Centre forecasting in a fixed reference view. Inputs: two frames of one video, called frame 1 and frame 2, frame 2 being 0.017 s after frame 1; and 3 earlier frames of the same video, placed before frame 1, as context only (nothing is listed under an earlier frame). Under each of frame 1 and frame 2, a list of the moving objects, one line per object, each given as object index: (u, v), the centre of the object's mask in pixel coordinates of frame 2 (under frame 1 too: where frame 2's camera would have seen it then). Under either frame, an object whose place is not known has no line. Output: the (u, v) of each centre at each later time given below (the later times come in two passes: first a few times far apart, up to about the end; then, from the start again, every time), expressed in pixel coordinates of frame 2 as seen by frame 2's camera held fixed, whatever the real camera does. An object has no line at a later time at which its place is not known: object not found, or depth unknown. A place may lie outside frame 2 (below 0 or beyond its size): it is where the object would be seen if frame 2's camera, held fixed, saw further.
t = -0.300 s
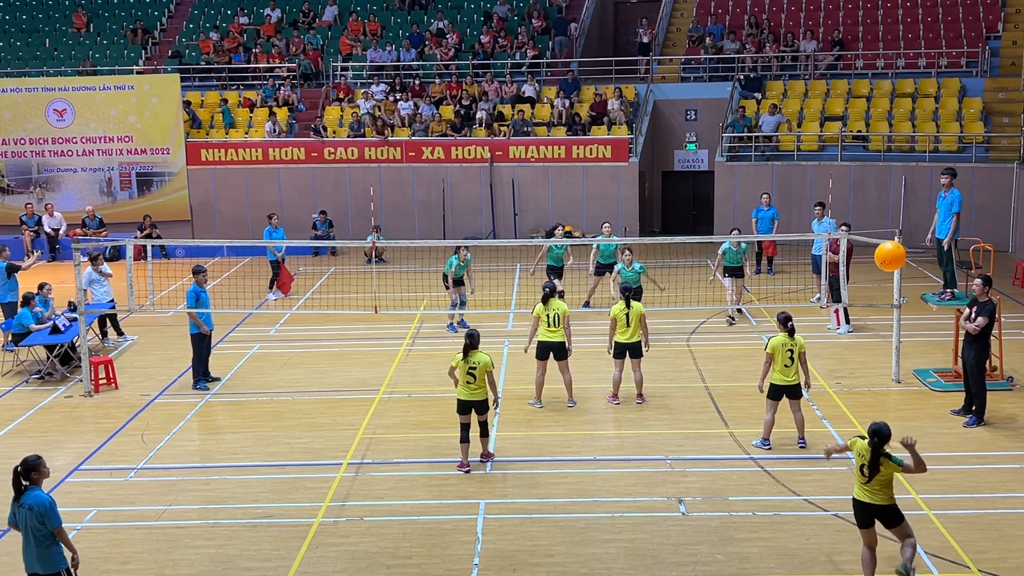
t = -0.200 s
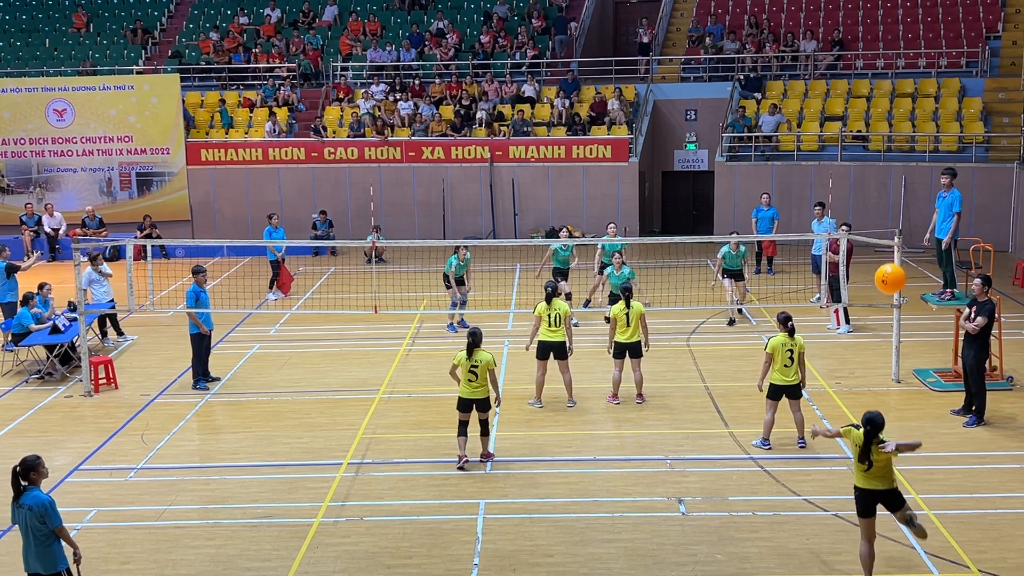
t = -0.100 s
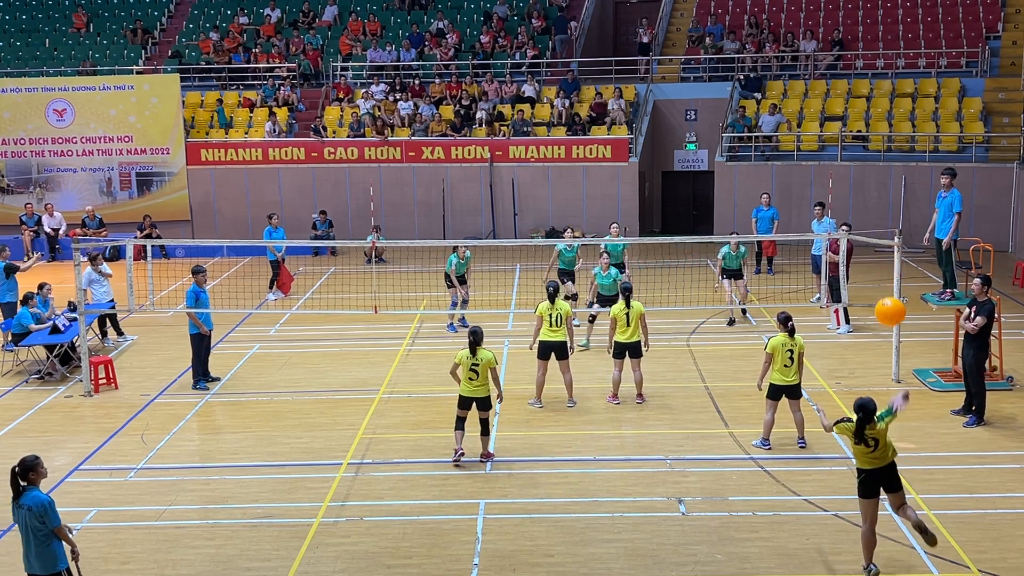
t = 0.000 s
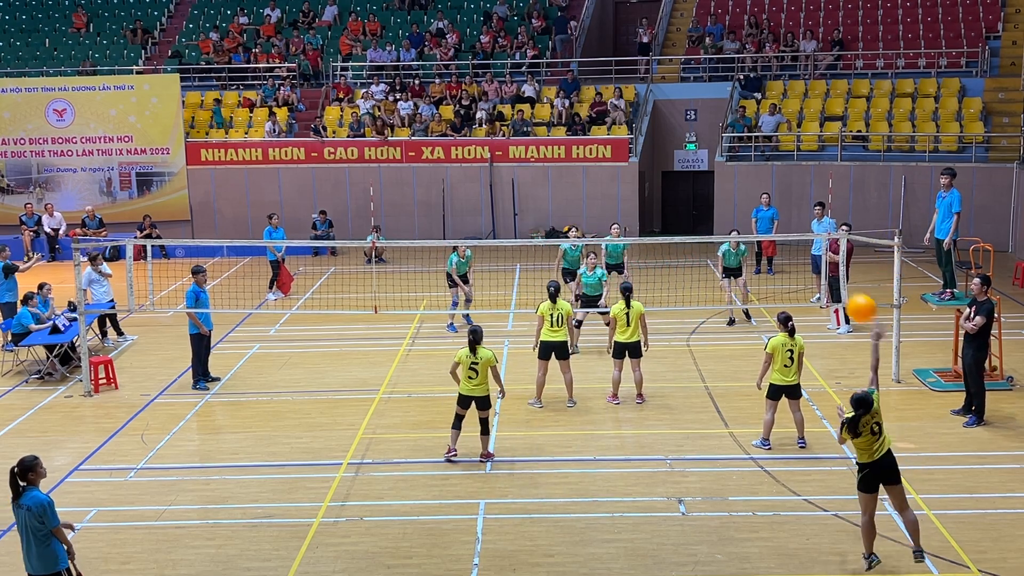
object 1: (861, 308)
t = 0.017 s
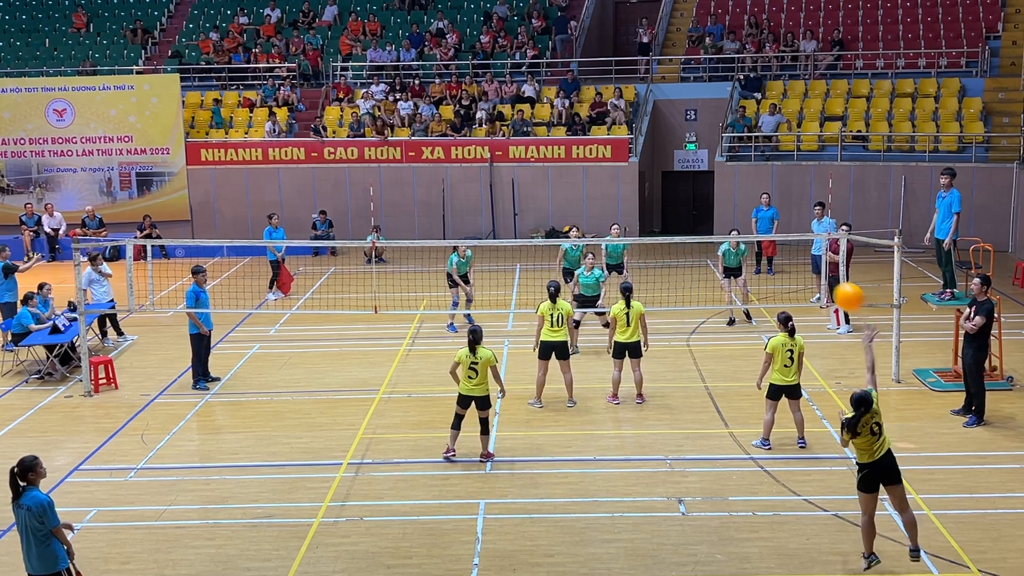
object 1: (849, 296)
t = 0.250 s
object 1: (731, 220)
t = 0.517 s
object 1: (671, 216)
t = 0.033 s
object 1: (838, 287)
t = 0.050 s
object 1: (827, 278)
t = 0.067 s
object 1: (817, 269)
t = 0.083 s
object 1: (807, 262)
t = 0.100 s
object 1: (798, 255)
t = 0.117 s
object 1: (788, 249)
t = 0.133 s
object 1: (780, 245)
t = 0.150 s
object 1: (772, 241)
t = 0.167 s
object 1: (763, 236)
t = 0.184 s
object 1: (756, 232)
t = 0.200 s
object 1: (749, 229)
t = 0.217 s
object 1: (742, 225)
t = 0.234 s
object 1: (736, 222)
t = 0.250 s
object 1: (731, 220)
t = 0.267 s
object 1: (725, 217)
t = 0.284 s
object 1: (720, 215)
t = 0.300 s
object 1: (715, 214)
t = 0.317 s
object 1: (711, 212)
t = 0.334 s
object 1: (707, 211)
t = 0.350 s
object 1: (703, 210)
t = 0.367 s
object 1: (699, 210)
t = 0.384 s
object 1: (695, 209)
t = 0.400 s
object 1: (692, 209)
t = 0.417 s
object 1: (689, 210)
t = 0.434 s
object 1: (685, 210)
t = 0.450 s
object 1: (682, 211)
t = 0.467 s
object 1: (679, 212)
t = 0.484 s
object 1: (676, 213)
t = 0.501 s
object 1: (673, 214)
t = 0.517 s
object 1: (671, 216)
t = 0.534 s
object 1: (668, 217)
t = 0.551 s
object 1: (665, 219)
